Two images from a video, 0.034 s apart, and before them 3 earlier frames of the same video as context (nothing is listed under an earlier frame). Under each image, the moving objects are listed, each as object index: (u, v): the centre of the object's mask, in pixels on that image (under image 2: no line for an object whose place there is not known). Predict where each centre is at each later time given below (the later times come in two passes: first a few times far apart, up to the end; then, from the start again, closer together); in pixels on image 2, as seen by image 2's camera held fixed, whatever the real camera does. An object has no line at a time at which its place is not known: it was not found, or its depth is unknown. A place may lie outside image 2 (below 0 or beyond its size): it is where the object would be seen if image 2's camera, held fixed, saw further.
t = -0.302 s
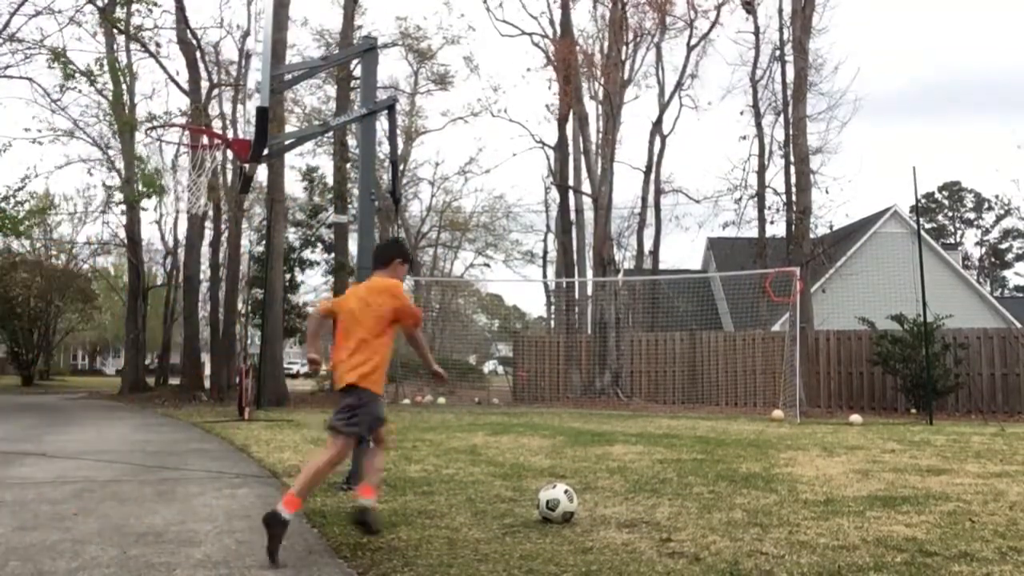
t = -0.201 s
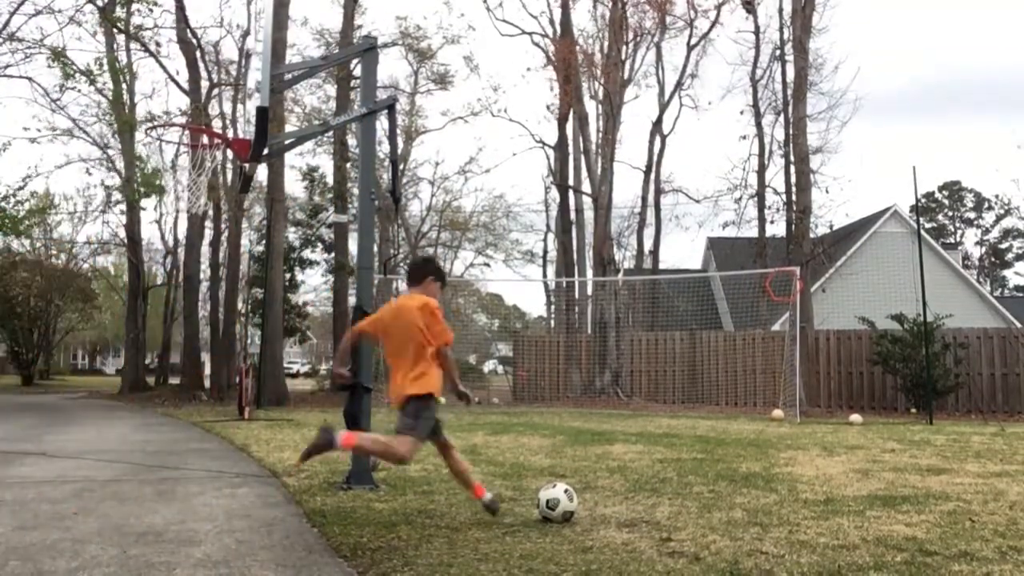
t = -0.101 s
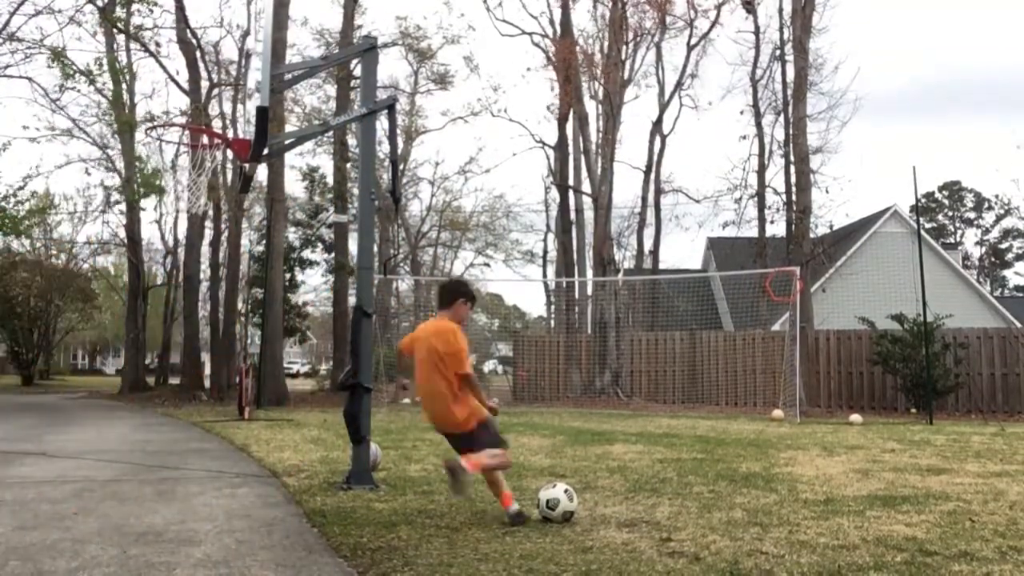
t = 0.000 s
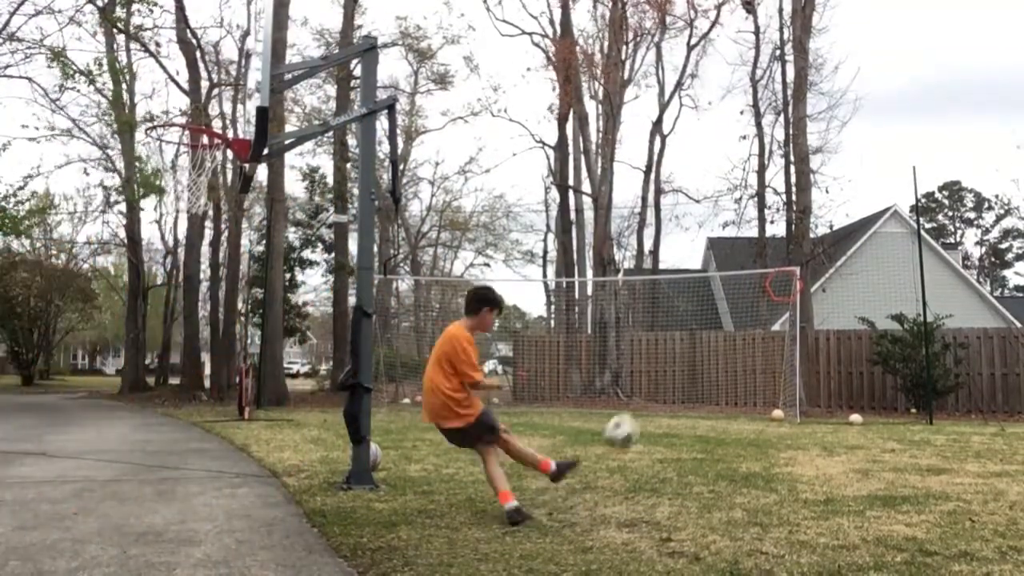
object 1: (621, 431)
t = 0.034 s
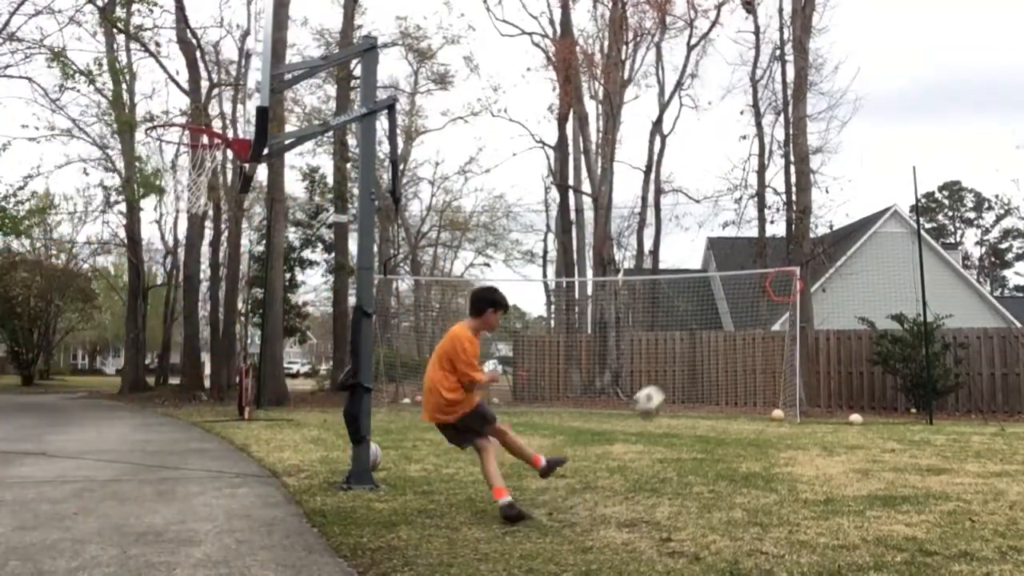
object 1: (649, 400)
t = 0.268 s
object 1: (742, 314)
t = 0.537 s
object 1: (770, 309)
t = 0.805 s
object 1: (757, 351)
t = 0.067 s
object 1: (672, 377)
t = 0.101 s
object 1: (690, 358)
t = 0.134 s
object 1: (705, 345)
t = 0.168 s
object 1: (716, 334)
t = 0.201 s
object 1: (726, 325)
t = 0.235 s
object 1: (736, 319)
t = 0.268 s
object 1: (742, 314)
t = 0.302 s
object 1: (748, 310)
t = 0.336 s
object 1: (753, 307)
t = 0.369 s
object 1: (757, 305)
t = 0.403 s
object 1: (761, 305)
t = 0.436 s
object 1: (763, 305)
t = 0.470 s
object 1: (766, 306)
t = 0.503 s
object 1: (768, 308)
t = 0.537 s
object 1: (770, 309)
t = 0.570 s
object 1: (771, 311)
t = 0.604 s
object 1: (772, 313)
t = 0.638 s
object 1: (772, 316)
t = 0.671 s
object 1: (770, 321)
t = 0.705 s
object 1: (769, 327)
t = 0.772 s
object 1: (762, 343)
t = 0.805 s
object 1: (757, 351)
